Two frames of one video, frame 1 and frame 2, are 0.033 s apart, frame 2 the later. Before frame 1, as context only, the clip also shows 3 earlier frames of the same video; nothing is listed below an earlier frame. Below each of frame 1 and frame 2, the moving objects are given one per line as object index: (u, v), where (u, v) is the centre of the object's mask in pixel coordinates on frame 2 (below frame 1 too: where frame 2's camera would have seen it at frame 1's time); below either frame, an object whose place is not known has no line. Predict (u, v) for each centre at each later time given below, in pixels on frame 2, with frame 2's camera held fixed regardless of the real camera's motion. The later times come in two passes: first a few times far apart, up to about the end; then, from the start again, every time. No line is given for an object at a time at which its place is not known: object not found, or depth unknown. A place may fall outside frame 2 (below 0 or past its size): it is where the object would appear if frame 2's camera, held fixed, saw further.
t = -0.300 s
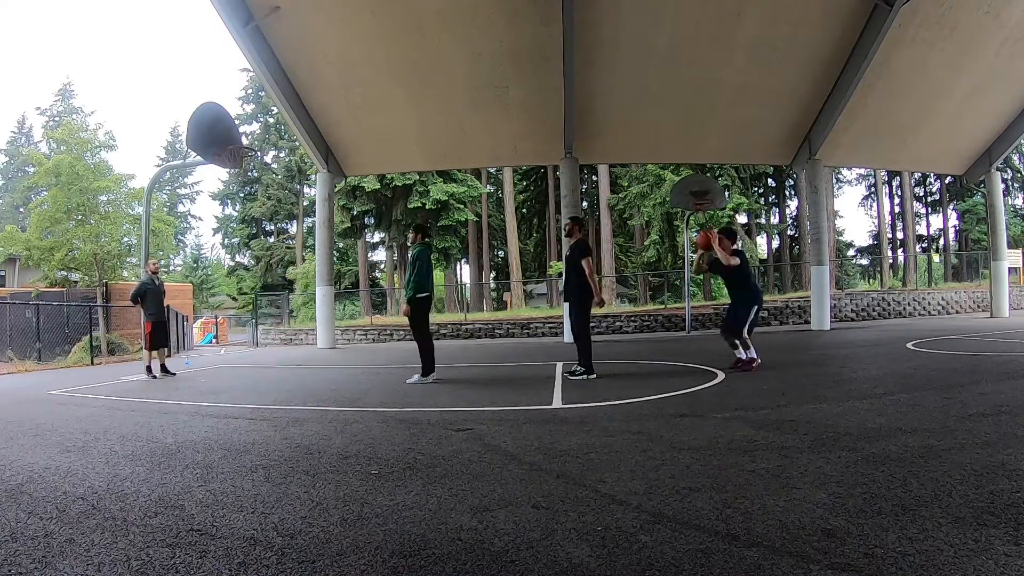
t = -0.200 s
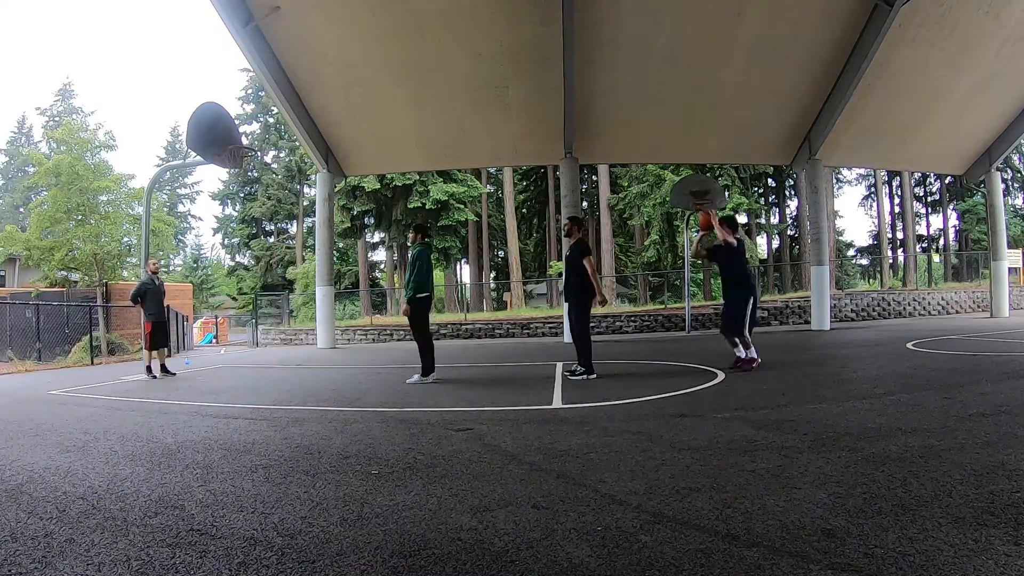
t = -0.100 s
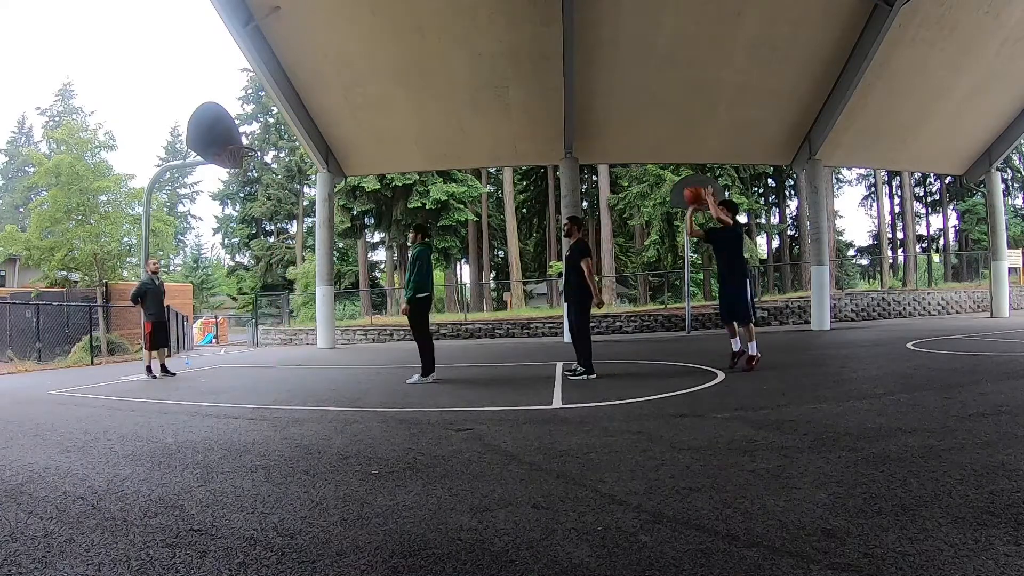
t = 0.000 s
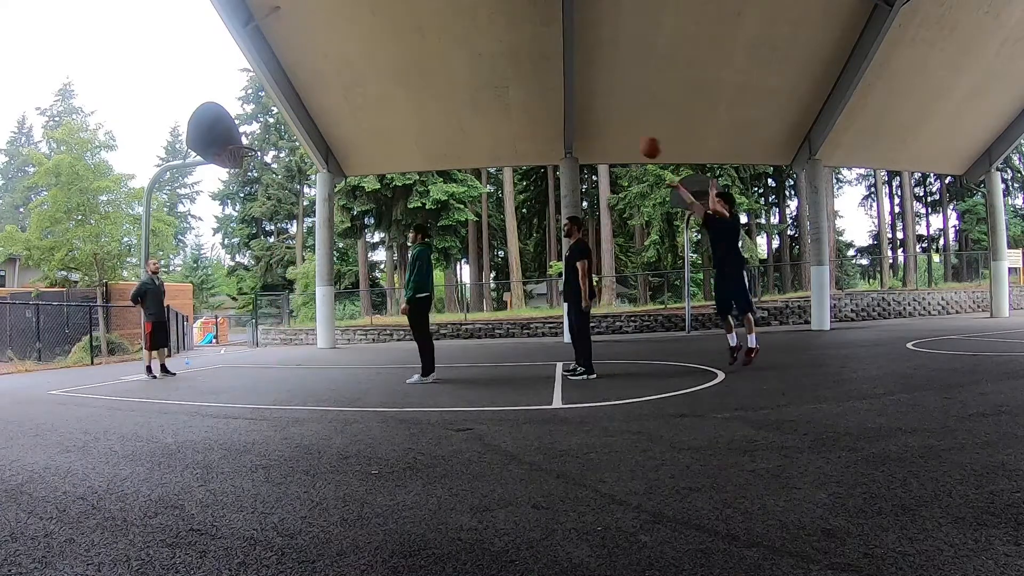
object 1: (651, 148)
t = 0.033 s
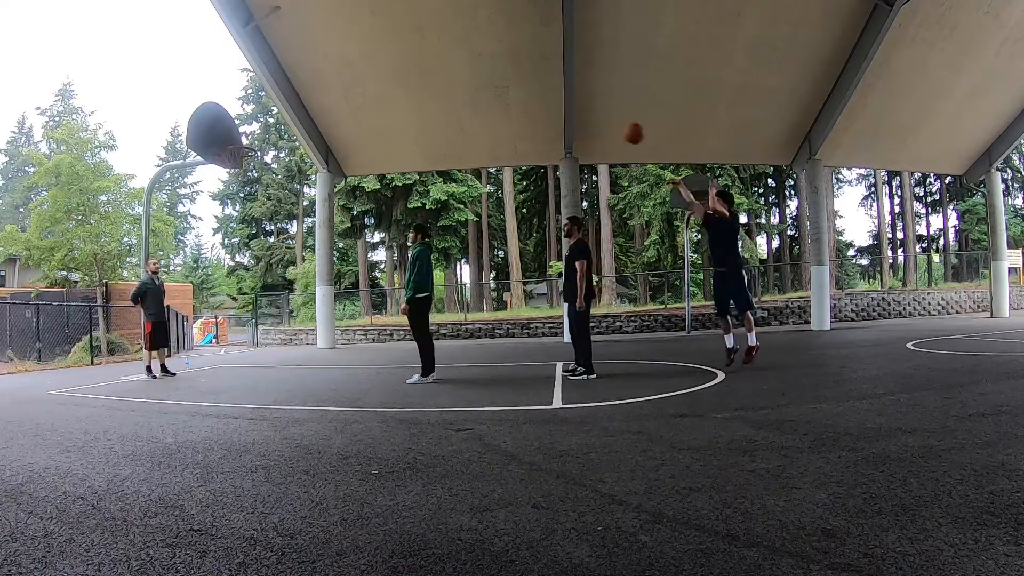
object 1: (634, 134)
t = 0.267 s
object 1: (521, 65)
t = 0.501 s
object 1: (420, 48)
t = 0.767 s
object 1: (317, 79)
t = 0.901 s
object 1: (270, 113)
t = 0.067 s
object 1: (617, 120)
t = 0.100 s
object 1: (602, 109)
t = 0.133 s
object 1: (585, 97)
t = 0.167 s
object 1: (568, 88)
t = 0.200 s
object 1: (553, 79)
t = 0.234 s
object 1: (537, 72)
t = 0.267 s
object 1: (521, 65)
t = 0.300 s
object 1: (506, 60)
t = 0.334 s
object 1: (491, 56)
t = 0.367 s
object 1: (476, 52)
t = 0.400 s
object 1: (462, 50)
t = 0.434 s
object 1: (448, 48)
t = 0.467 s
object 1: (434, 48)
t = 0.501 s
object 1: (420, 48)
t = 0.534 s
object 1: (406, 49)
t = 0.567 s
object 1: (393, 51)
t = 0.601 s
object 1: (380, 54)
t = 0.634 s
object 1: (367, 57)
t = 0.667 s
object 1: (354, 62)
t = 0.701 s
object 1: (341, 67)
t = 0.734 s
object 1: (329, 73)
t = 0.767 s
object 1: (317, 79)
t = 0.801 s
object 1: (304, 87)
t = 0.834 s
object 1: (293, 95)
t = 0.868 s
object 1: (281, 103)
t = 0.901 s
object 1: (270, 113)
